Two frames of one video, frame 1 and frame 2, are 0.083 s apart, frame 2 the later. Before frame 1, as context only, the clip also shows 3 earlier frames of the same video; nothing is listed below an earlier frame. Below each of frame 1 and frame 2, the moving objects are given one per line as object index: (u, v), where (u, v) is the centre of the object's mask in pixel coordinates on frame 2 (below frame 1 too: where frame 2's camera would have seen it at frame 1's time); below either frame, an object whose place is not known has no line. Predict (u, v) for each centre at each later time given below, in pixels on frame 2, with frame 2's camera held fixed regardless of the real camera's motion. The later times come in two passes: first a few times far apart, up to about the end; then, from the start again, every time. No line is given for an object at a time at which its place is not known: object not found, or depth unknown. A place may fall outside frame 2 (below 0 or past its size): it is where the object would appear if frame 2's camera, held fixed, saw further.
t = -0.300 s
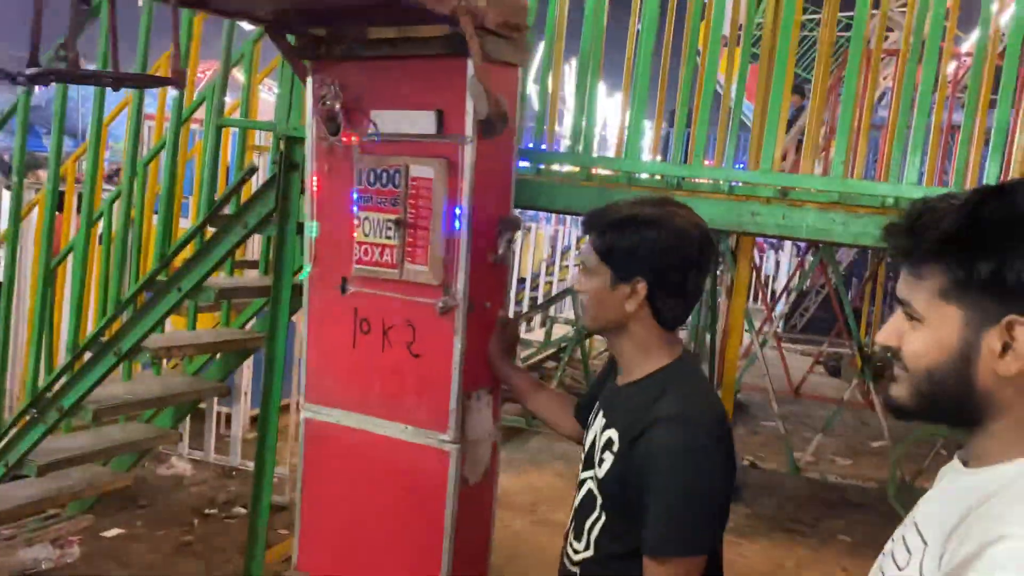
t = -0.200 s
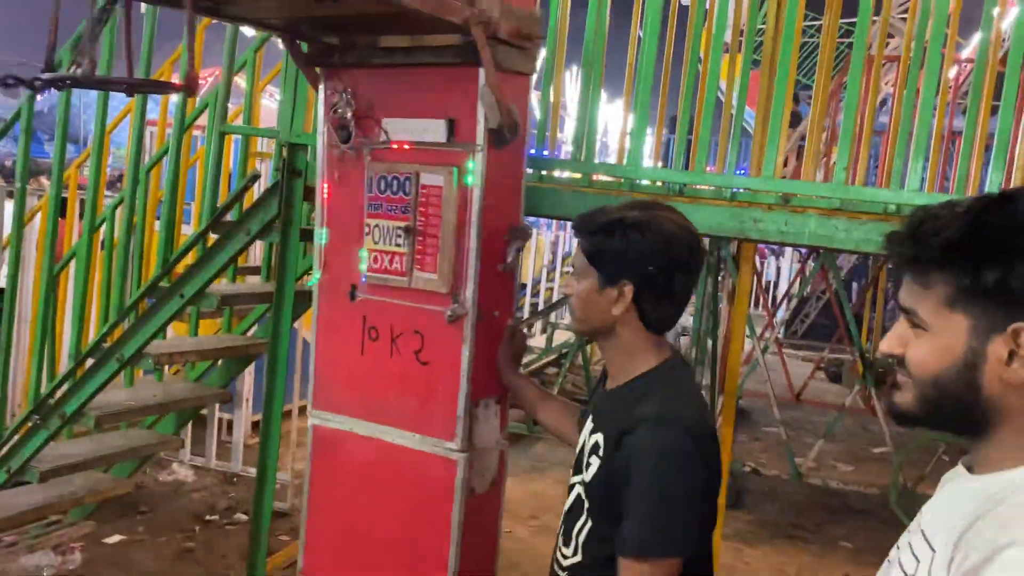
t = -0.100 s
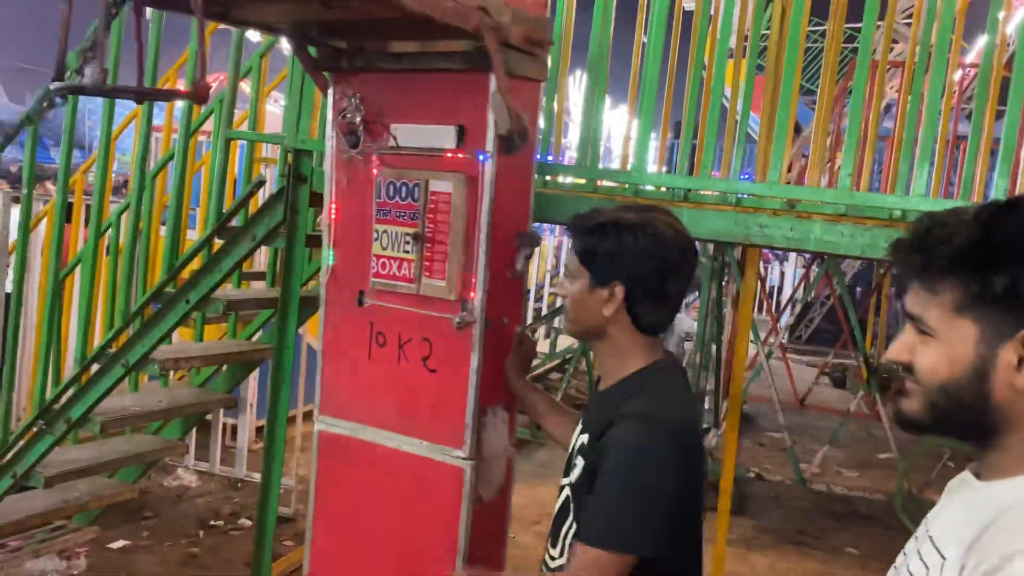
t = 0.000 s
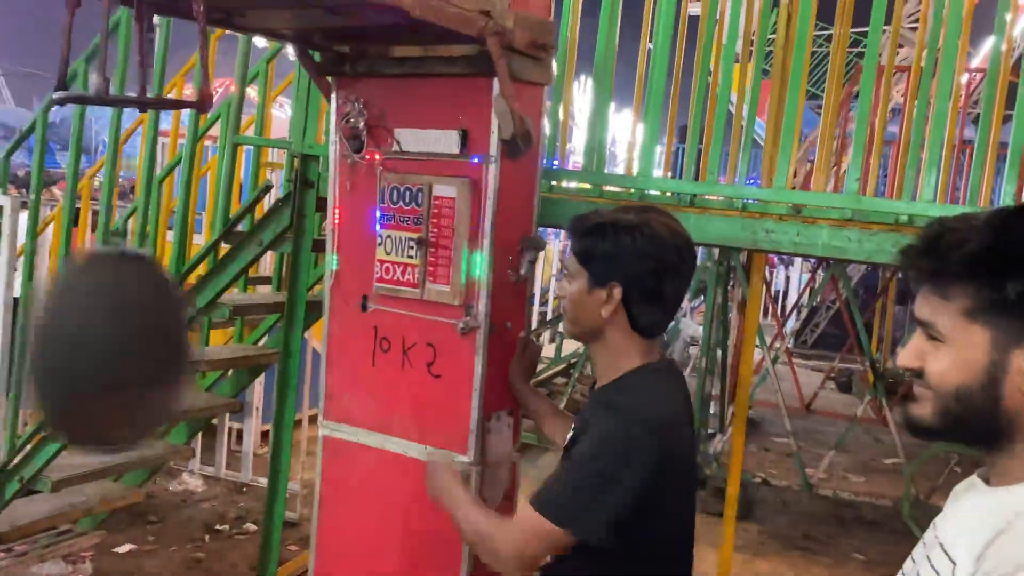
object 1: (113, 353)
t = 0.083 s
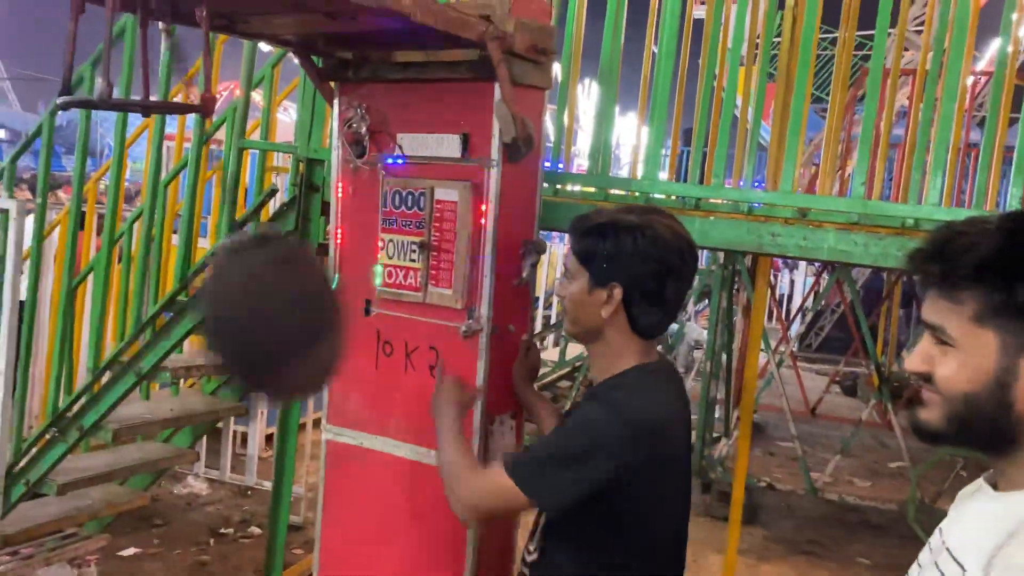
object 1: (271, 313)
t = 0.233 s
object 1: (377, 167)
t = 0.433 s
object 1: (345, 149)
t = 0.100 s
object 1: (295, 300)
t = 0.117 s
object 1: (313, 284)
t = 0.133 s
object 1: (331, 265)
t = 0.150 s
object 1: (344, 248)
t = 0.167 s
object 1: (356, 230)
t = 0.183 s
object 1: (364, 213)
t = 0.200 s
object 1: (370, 196)
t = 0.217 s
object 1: (375, 181)
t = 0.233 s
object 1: (377, 167)
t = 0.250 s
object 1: (379, 151)
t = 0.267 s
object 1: (378, 138)
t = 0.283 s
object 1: (375, 122)
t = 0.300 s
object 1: (371, 112)
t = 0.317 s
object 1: (366, 102)
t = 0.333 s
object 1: (363, 99)
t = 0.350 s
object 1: (360, 103)
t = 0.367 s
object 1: (358, 108)
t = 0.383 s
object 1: (355, 116)
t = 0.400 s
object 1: (351, 123)
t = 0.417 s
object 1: (348, 135)
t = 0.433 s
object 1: (345, 149)
